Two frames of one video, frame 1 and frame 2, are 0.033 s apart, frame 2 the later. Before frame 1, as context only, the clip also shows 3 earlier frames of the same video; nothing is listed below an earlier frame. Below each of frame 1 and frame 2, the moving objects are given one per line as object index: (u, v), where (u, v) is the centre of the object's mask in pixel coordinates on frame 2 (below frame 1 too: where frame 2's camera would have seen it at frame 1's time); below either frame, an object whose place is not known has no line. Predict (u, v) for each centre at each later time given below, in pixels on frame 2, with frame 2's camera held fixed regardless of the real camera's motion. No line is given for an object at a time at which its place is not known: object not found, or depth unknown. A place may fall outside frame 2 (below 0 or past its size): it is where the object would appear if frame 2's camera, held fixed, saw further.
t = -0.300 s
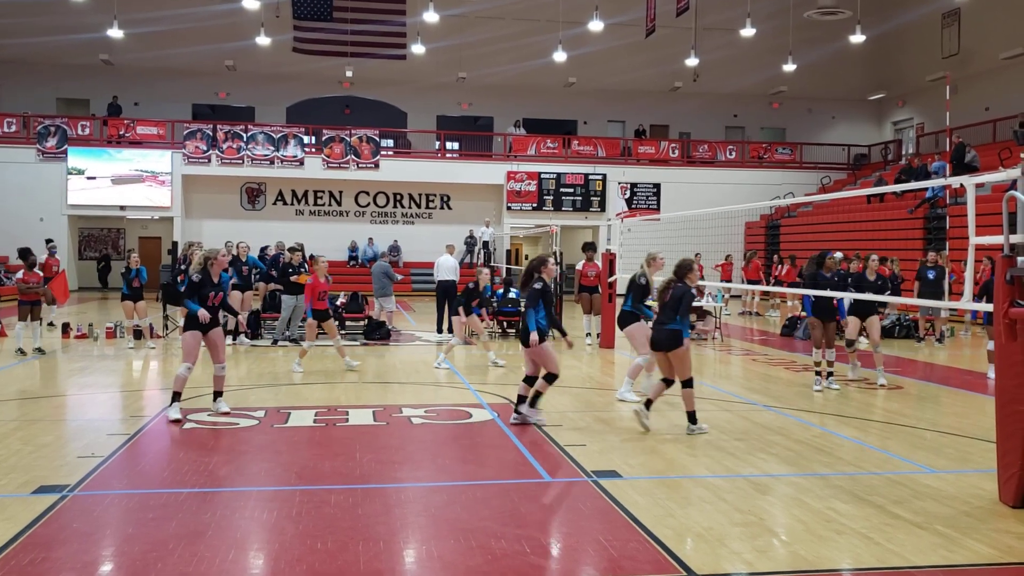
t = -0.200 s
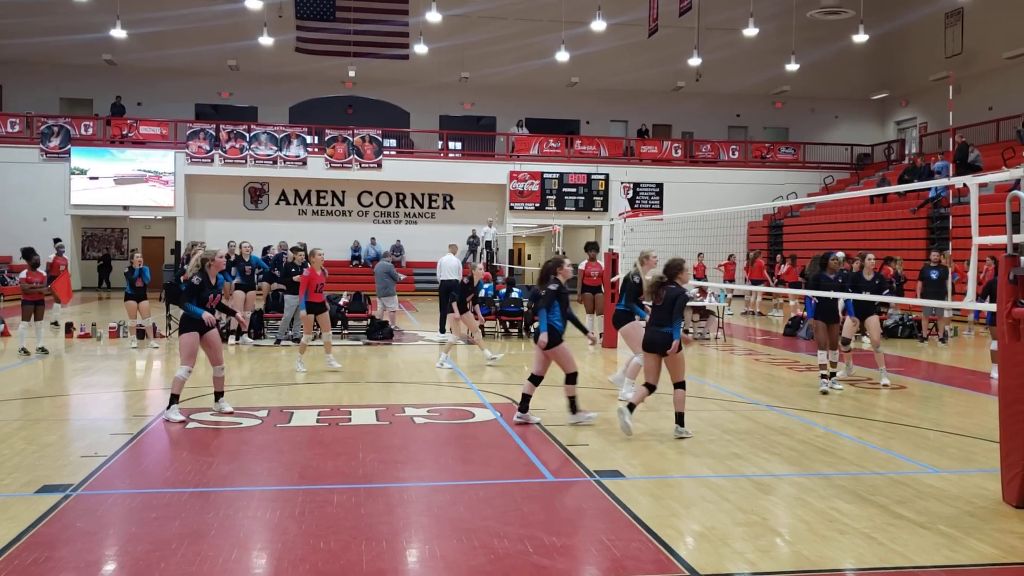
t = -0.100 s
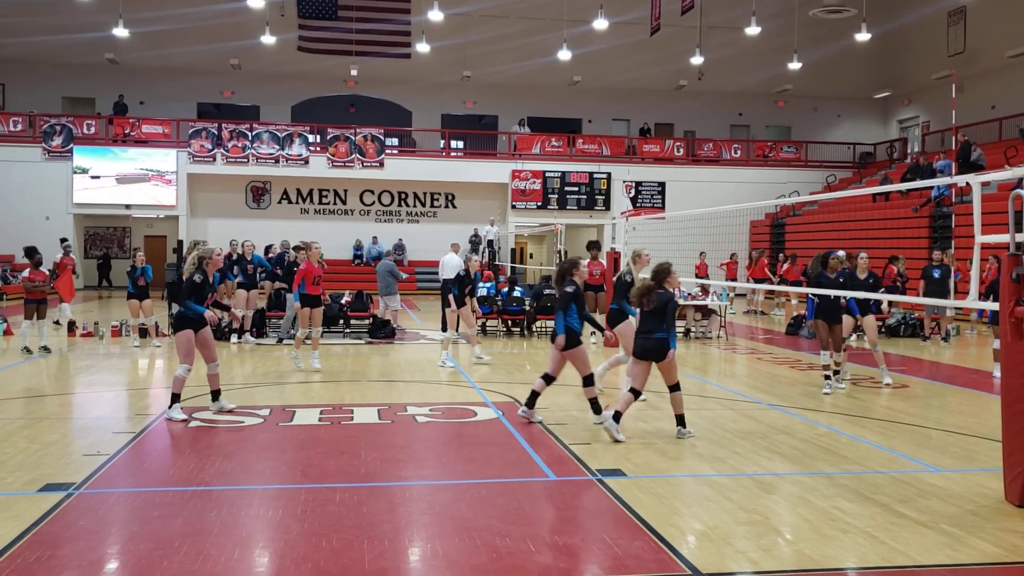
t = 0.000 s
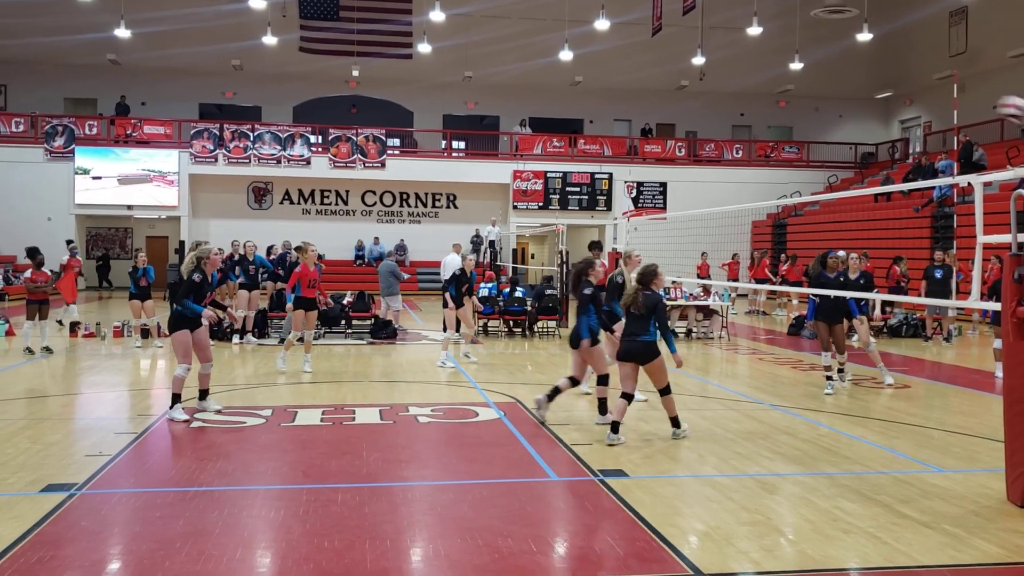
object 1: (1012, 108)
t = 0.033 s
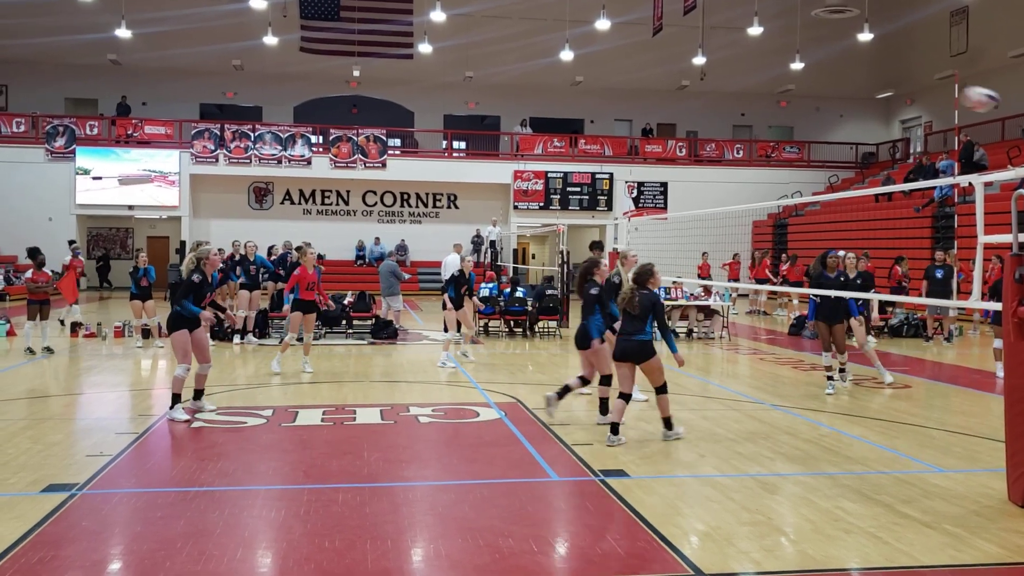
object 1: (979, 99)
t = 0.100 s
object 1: (906, 84)
